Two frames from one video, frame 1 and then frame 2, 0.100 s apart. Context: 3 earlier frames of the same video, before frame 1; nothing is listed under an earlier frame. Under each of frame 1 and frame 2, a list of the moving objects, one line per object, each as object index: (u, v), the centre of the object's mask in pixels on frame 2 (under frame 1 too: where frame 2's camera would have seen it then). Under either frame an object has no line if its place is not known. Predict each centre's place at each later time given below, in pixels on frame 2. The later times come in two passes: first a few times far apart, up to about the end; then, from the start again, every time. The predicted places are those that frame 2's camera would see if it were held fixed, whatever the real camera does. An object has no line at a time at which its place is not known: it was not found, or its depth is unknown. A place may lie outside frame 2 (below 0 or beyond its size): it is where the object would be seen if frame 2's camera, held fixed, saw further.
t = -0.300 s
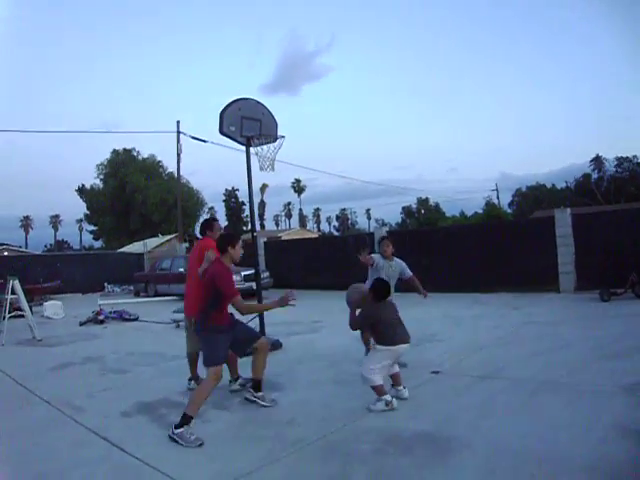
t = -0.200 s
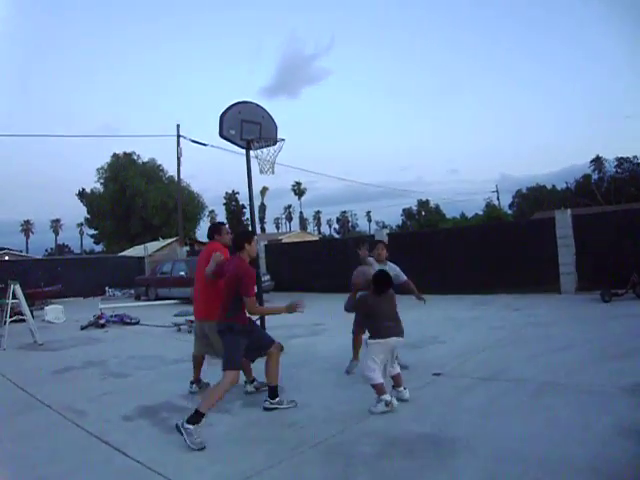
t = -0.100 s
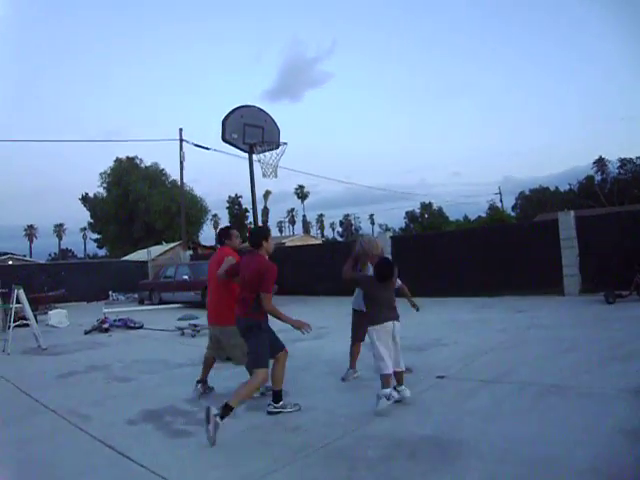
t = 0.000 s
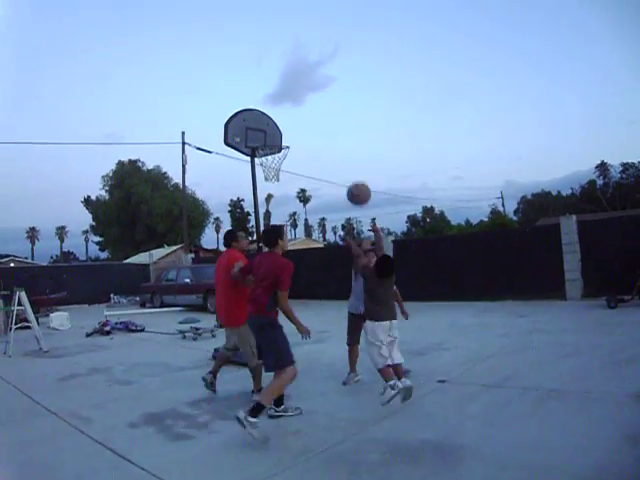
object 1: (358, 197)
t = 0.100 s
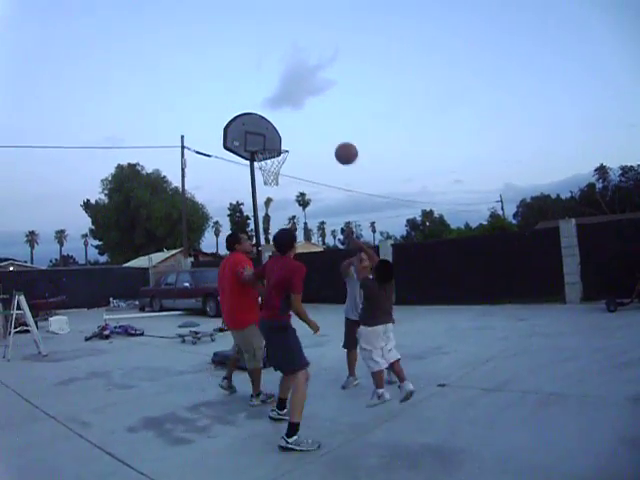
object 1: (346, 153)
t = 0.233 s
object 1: (333, 115)
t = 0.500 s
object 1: (315, 91)
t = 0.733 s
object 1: (304, 115)
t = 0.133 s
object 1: (342, 142)
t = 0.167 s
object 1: (339, 131)
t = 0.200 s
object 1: (336, 122)
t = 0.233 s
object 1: (333, 115)
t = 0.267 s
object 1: (330, 108)
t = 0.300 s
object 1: (328, 103)
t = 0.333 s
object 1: (325, 99)
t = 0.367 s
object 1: (323, 95)
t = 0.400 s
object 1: (321, 93)
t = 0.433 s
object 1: (319, 92)
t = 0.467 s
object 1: (316, 91)
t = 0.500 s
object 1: (315, 91)
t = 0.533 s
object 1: (313, 92)
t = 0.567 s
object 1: (311, 94)
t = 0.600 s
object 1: (310, 97)
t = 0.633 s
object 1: (308, 101)
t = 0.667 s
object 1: (307, 105)
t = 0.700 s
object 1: (305, 110)
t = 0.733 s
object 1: (304, 115)
